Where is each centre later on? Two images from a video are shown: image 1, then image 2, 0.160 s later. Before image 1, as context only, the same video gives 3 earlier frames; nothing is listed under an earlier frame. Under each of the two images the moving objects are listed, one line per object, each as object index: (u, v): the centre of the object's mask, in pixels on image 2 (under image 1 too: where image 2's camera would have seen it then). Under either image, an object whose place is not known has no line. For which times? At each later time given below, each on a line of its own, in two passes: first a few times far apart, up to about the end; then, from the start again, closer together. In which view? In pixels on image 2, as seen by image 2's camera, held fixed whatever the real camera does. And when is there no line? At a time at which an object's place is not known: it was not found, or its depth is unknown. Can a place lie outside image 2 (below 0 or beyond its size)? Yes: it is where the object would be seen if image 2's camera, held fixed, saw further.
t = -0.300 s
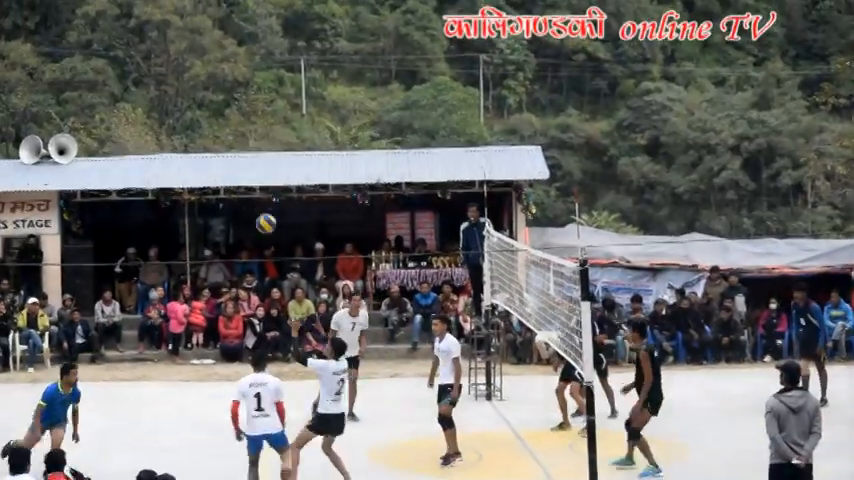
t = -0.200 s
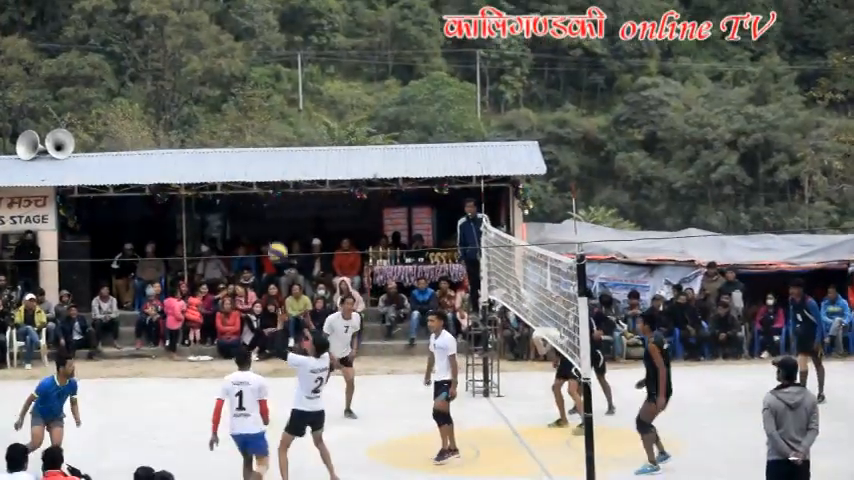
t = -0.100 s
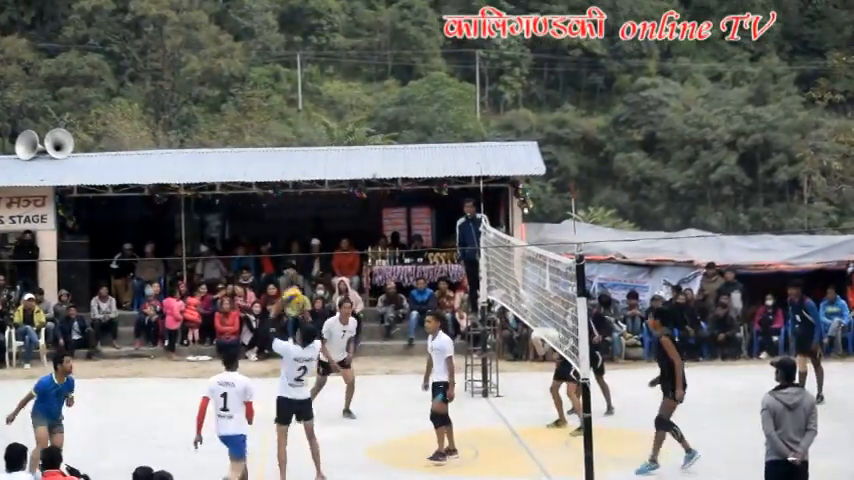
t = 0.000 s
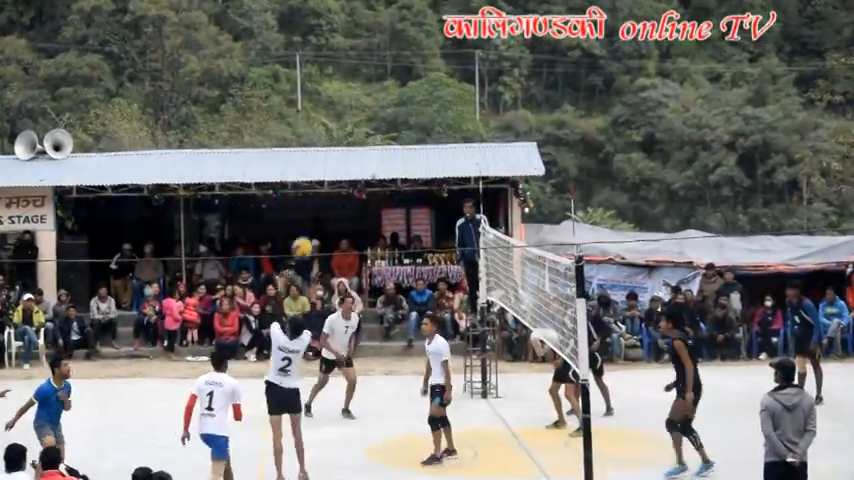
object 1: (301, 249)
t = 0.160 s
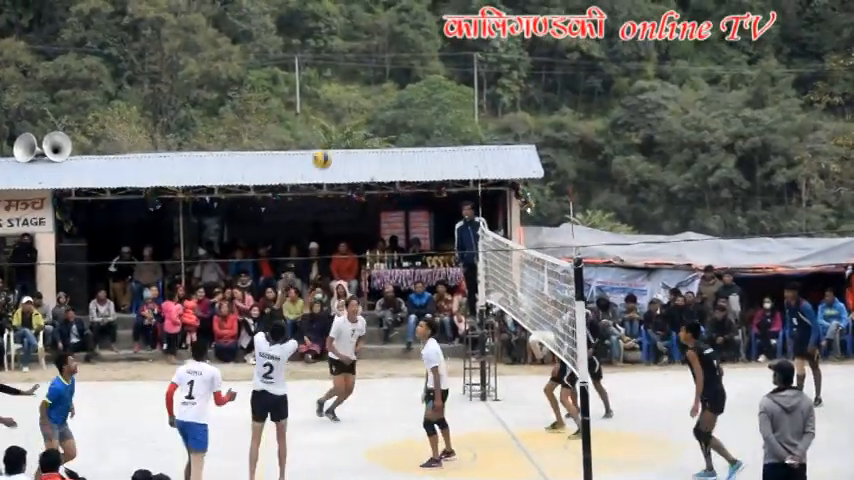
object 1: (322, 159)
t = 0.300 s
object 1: (336, 104)
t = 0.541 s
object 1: (361, 52)
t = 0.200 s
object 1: (327, 141)
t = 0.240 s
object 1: (331, 124)
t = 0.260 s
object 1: (333, 118)
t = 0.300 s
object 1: (336, 104)
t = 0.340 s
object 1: (342, 90)
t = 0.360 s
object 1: (344, 85)
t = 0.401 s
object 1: (347, 75)
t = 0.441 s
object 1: (352, 67)
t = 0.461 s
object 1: (354, 63)
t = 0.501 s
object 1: (356, 57)
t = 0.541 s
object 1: (361, 52)
